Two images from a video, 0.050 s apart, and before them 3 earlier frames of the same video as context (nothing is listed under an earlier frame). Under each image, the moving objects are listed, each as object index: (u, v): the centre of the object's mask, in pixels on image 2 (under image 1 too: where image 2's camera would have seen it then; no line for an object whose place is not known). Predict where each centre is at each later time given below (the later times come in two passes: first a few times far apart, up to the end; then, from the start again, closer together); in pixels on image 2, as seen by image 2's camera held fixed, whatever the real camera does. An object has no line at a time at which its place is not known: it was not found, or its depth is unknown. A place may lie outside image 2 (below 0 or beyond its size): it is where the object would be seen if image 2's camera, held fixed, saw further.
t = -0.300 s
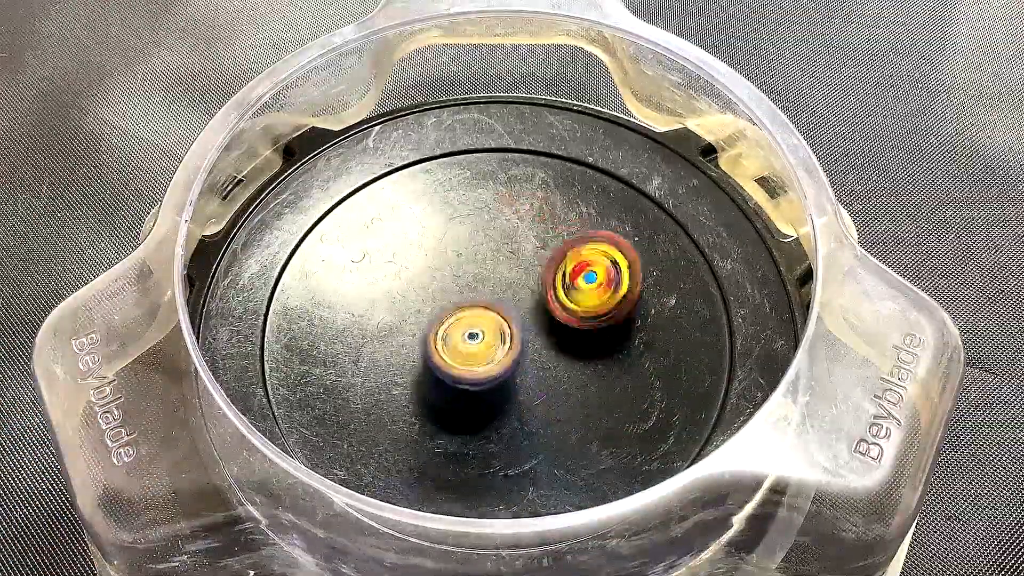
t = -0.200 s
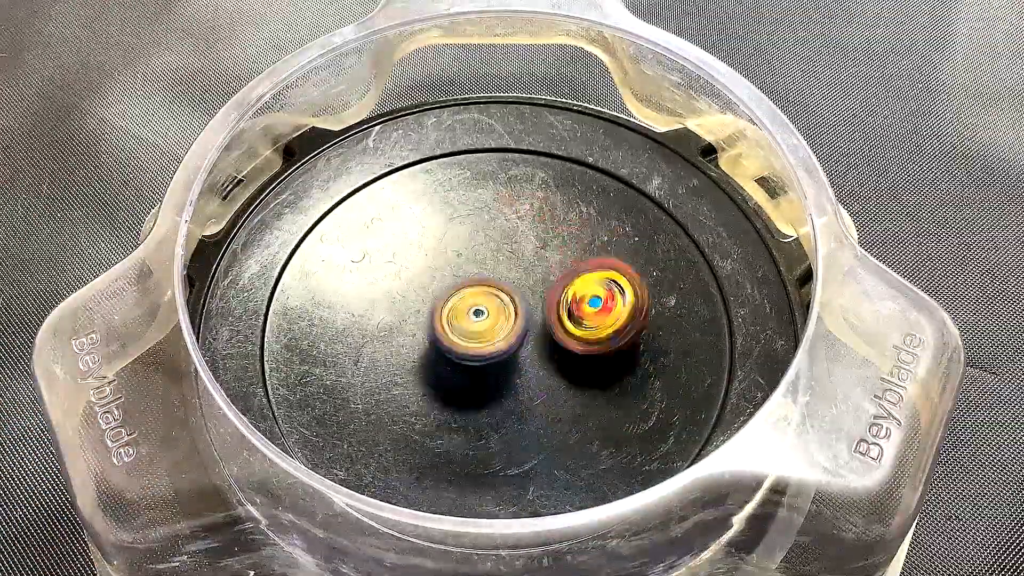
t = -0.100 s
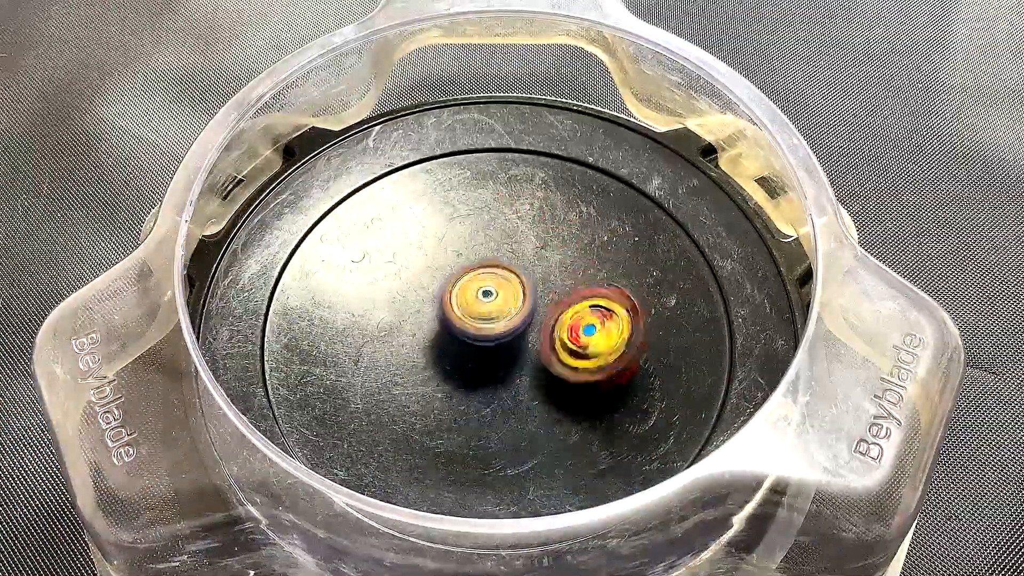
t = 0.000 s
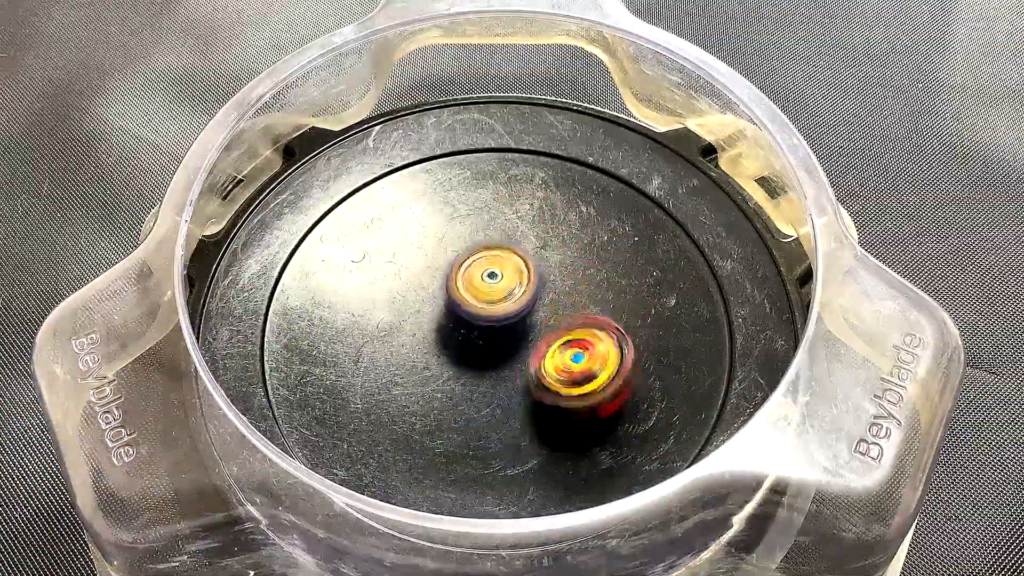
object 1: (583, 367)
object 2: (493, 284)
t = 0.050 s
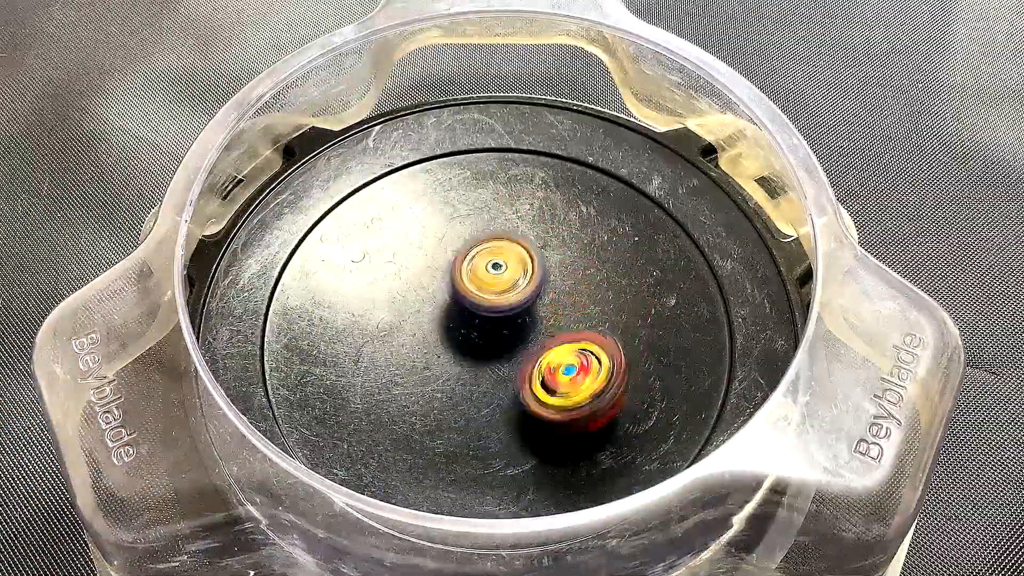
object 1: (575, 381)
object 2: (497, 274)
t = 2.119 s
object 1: (496, 383)
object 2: (515, 262)
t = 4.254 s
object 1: (607, 266)
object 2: (432, 268)
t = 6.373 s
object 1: (583, 285)
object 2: (408, 404)
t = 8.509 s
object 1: (519, 377)
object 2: (497, 259)
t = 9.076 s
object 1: (554, 408)
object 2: (516, 291)
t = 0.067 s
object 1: (572, 383)
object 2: (499, 272)
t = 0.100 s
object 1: (563, 391)
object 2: (503, 267)
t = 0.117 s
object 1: (560, 396)
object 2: (505, 264)
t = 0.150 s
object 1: (552, 400)
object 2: (509, 260)
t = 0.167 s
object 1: (547, 403)
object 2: (511, 259)
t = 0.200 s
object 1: (538, 407)
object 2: (515, 255)
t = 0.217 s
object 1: (534, 409)
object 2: (518, 254)
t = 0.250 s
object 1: (522, 411)
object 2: (522, 252)
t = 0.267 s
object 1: (518, 412)
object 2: (525, 251)
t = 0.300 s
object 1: (508, 412)
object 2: (529, 251)
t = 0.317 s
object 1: (502, 412)
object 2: (531, 251)
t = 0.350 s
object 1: (493, 412)
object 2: (536, 253)
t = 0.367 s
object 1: (487, 410)
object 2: (539, 254)
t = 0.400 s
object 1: (476, 408)
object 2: (541, 257)
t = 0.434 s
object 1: (468, 404)
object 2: (547, 262)
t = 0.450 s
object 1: (463, 401)
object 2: (548, 264)
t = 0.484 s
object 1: (455, 398)
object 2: (550, 269)
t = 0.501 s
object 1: (452, 394)
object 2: (550, 274)
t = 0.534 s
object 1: (446, 388)
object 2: (552, 281)
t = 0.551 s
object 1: (443, 384)
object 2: (551, 283)
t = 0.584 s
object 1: (436, 376)
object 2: (552, 290)
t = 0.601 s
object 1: (435, 373)
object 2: (551, 292)
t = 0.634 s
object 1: (430, 363)
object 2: (549, 298)
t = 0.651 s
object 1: (427, 360)
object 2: (548, 302)
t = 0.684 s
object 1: (426, 352)
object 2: (546, 309)
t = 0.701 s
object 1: (425, 346)
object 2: (545, 314)
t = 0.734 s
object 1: (425, 339)
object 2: (542, 319)
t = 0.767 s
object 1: (424, 330)
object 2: (539, 326)
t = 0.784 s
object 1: (424, 327)
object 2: (536, 329)
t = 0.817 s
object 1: (426, 317)
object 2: (532, 336)
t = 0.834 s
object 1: (427, 313)
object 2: (530, 338)
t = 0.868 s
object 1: (433, 302)
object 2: (526, 345)
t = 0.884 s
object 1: (434, 299)
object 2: (523, 348)
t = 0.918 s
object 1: (441, 291)
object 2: (518, 353)
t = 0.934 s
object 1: (442, 288)
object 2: (516, 356)
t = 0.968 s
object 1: (450, 283)
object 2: (509, 360)
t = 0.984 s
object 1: (453, 279)
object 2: (507, 362)
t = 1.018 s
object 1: (460, 275)
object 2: (502, 365)
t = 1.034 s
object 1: (463, 272)
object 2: (499, 367)
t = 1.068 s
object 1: (472, 269)
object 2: (493, 369)
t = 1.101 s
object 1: (479, 264)
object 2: (489, 371)
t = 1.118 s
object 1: (483, 263)
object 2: (486, 373)
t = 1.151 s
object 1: (493, 261)
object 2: (482, 374)
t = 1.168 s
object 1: (497, 260)
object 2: (478, 375)
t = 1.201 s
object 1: (506, 259)
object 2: (474, 375)
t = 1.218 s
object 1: (510, 259)
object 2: (471, 375)
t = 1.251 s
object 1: (519, 260)
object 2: (466, 373)
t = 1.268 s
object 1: (524, 260)
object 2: (463, 371)
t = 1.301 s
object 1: (532, 263)
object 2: (459, 368)
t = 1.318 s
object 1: (536, 264)
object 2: (457, 366)
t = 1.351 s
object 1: (545, 267)
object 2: (455, 361)
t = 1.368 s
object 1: (548, 269)
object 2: (454, 358)
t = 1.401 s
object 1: (556, 273)
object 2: (454, 354)
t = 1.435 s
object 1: (562, 277)
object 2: (453, 347)
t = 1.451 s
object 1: (565, 281)
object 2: (454, 344)
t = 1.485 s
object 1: (570, 286)
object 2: (456, 337)
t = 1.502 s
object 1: (573, 290)
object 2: (456, 335)
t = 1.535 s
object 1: (577, 296)
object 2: (459, 329)
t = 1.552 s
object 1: (580, 300)
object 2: (461, 326)
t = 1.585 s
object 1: (581, 307)
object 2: (465, 321)
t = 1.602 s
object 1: (583, 313)
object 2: (466, 319)
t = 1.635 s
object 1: (584, 320)
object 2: (471, 313)
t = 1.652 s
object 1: (584, 325)
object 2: (473, 311)
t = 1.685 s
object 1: (585, 334)
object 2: (479, 307)
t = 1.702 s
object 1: (584, 337)
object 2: (481, 305)
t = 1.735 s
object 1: (582, 346)
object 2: (487, 301)
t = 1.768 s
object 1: (585, 357)
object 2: (485, 294)
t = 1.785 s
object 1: (584, 358)
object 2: (485, 292)
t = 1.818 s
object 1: (581, 365)
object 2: (486, 287)
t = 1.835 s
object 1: (578, 368)
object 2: (487, 285)
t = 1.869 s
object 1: (570, 372)
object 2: (489, 279)
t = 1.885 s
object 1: (567, 374)
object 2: (489, 278)
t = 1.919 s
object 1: (557, 378)
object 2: (492, 273)
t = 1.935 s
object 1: (553, 379)
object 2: (493, 271)
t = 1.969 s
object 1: (542, 382)
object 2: (497, 268)
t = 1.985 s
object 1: (538, 385)
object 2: (498, 266)
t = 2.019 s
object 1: (527, 385)
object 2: (502, 264)
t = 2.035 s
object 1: (522, 386)
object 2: (503, 263)
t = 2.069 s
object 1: (512, 384)
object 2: (508, 262)
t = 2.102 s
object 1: (501, 384)
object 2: (513, 261)
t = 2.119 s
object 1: (496, 383)
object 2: (515, 262)
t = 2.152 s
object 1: (486, 381)
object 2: (519, 263)
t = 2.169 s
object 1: (480, 378)
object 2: (522, 264)
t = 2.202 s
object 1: (471, 374)
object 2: (526, 266)
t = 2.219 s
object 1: (464, 370)
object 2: (527, 268)
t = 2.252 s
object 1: (457, 366)
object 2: (531, 272)
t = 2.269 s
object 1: (452, 362)
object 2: (532, 274)
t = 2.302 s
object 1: (447, 356)
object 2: (535, 279)
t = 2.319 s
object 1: (446, 353)
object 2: (536, 282)
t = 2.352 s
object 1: (440, 346)
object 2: (539, 287)
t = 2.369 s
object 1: (441, 343)
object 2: (539, 290)
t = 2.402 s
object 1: (438, 336)
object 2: (541, 296)
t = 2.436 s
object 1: (438, 329)
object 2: (542, 302)
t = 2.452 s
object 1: (438, 325)
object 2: (541, 306)
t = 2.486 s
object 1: (440, 319)
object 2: (544, 311)
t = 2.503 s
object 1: (441, 315)
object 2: (547, 313)
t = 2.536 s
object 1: (442, 310)
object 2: (555, 317)
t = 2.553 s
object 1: (443, 308)
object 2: (559, 320)
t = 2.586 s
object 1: (449, 303)
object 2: (564, 325)
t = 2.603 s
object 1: (454, 302)
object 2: (565, 327)
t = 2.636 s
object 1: (461, 298)
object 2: (569, 333)
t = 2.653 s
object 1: (467, 295)
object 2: (571, 334)
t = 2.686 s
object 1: (475, 293)
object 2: (574, 339)
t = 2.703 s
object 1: (480, 289)
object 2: (575, 340)
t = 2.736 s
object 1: (489, 288)
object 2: (576, 344)
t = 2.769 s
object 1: (498, 285)
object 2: (576, 347)
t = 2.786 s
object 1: (502, 284)
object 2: (577, 349)
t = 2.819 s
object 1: (513, 282)
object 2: (575, 353)
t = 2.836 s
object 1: (516, 283)
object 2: (576, 353)
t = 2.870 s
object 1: (525, 282)
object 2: (576, 359)
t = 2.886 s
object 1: (529, 275)
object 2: (579, 366)
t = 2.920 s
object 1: (531, 266)
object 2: (583, 379)
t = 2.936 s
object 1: (536, 262)
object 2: (583, 384)
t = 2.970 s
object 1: (539, 260)
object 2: (582, 392)
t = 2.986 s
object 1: (538, 259)
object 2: (581, 396)
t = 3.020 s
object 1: (540, 264)
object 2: (577, 401)
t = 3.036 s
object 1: (540, 267)
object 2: (575, 403)
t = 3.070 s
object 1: (543, 270)
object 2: (572, 408)
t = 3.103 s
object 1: (546, 276)
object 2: (568, 411)
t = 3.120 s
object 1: (549, 278)
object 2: (565, 412)
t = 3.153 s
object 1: (552, 283)
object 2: (559, 413)
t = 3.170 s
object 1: (553, 286)
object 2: (556, 413)
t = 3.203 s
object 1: (554, 291)
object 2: (550, 413)
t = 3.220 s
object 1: (556, 297)
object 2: (547, 412)
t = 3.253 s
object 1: (557, 304)
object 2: (537, 409)
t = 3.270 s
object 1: (558, 306)
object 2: (535, 407)
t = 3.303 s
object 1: (560, 315)
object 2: (528, 403)
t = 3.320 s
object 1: (557, 317)
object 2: (525, 402)
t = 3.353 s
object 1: (563, 309)
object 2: (508, 419)
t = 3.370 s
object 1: (566, 302)
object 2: (499, 425)
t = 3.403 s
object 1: (568, 297)
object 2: (484, 433)
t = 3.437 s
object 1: (568, 297)
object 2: (473, 436)
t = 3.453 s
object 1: (567, 296)
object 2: (467, 435)
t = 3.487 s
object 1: (566, 297)
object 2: (456, 434)
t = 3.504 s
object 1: (565, 297)
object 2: (451, 434)
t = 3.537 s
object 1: (564, 296)
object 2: (441, 431)
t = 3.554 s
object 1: (565, 297)
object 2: (438, 430)
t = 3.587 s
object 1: (564, 296)
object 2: (431, 425)
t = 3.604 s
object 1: (562, 295)
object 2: (427, 423)
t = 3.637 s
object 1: (559, 295)
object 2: (422, 417)
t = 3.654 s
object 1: (558, 297)
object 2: (419, 414)
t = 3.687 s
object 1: (556, 297)
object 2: (414, 406)
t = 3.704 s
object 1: (554, 296)
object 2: (414, 402)
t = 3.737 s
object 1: (551, 295)
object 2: (412, 393)
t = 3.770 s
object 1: (549, 293)
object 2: (410, 383)
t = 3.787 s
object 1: (549, 292)
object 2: (410, 379)
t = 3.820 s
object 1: (547, 294)
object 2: (413, 369)
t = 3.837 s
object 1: (545, 292)
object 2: (412, 365)
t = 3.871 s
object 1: (544, 291)
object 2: (415, 355)
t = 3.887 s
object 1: (546, 290)
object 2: (416, 350)
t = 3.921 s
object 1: (546, 290)
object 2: (420, 340)
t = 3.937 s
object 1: (544, 292)
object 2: (422, 335)
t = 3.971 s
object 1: (544, 292)
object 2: (426, 326)
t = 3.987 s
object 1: (543, 292)
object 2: (429, 321)
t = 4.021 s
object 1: (541, 291)
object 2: (433, 312)
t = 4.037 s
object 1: (544, 293)
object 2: (434, 309)
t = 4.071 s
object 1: (561, 288)
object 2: (425, 303)
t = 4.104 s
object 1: (576, 283)
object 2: (422, 297)
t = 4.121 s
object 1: (581, 278)
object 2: (421, 293)
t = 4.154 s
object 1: (592, 275)
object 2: (423, 287)
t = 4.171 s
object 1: (596, 272)
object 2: (425, 283)
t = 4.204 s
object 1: (602, 267)
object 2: (427, 276)
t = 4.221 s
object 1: (605, 267)
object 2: (429, 273)
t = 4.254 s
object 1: (607, 266)
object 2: (432, 268)
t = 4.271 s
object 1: (609, 265)
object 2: (434, 265)
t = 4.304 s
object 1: (610, 266)
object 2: (437, 261)
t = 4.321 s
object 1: (610, 269)
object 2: (440, 258)
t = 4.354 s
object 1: (608, 272)
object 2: (444, 255)
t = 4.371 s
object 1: (606, 272)
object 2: (448, 253)
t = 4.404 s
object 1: (605, 278)
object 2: (454, 250)
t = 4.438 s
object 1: (602, 283)
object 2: (460, 249)
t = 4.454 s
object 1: (602, 284)
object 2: (464, 248)
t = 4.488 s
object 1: (595, 293)
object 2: (471, 247)
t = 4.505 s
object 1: (592, 298)
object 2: (474, 247)
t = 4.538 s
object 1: (586, 307)
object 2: (482, 247)
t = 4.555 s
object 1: (581, 312)
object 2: (487, 247)
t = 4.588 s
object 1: (571, 320)
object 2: (494, 249)
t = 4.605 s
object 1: (567, 323)
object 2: (498, 250)
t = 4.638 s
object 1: (557, 334)
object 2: (506, 252)
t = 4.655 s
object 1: (551, 338)
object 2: (509, 253)
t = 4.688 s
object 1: (545, 355)
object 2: (510, 247)
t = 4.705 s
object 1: (543, 367)
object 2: (509, 240)
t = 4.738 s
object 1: (540, 388)
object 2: (508, 232)
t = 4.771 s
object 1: (534, 401)
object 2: (509, 227)
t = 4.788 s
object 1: (532, 406)
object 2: (509, 227)
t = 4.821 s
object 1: (524, 411)
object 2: (515, 227)
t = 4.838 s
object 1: (521, 414)
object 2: (517, 226)
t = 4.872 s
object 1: (510, 418)
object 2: (521, 226)
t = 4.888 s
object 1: (503, 420)
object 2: (525, 227)
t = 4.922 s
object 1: (495, 420)
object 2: (530, 228)
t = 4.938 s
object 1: (487, 420)
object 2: (531, 230)
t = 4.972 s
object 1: (479, 419)
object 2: (534, 233)
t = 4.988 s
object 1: (475, 416)
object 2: (537, 235)
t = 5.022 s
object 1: (466, 412)
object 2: (541, 240)
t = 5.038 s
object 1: (463, 410)
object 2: (542, 243)
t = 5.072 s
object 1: (456, 401)
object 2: (546, 250)
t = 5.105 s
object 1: (451, 394)
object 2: (548, 257)
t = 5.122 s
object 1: (449, 392)
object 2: (550, 259)
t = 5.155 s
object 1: (446, 380)
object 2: (553, 266)
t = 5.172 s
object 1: (443, 376)
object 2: (554, 271)
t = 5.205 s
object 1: (443, 364)
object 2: (556, 278)
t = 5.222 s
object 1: (443, 358)
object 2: (556, 283)
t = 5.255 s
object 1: (445, 347)
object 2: (558, 289)
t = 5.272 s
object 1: (447, 342)
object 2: (559, 293)
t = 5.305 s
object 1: (452, 329)
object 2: (560, 300)
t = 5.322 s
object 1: (456, 325)
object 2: (560, 304)
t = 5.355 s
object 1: (462, 313)
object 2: (561, 312)
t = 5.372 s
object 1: (464, 309)
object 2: (562, 315)
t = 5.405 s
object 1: (470, 300)
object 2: (562, 322)
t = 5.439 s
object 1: (478, 290)
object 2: (562, 329)
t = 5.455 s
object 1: (481, 287)
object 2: (562, 333)
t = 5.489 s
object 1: (491, 279)
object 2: (561, 341)
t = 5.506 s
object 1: (495, 275)
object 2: (561, 343)
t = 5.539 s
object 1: (507, 272)
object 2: (560, 350)
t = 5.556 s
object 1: (513, 270)
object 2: (560, 353)
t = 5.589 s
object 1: (522, 267)
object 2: (560, 359)
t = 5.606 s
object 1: (527, 267)
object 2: (558, 361)
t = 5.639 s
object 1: (538, 265)
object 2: (557, 366)
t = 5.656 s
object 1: (542, 266)
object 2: (556, 369)
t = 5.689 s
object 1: (551, 266)
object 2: (555, 373)
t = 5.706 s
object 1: (555, 266)
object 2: (553, 375)
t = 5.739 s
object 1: (561, 269)
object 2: (550, 378)
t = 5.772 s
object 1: (569, 272)
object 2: (548, 382)
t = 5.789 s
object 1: (571, 274)
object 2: (545, 383)
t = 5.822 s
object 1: (574, 280)
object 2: (543, 385)
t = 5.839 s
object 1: (578, 282)
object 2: (540, 385)
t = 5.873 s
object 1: (580, 288)
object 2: (534, 386)
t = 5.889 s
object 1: (582, 295)
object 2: (533, 385)
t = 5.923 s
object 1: (583, 301)
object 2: (527, 385)
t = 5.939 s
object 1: (581, 307)
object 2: (524, 385)
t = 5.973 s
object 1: (586, 310)
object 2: (514, 392)
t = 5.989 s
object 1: (591, 305)
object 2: (501, 401)
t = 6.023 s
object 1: (600, 294)
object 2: (481, 415)
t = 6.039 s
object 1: (600, 292)
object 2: (472, 421)
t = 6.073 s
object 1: (603, 290)
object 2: (458, 425)
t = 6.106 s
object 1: (602, 289)
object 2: (449, 425)
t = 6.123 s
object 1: (602, 290)
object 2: (444, 425)
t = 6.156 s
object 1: (602, 290)
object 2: (434, 424)
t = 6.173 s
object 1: (601, 290)
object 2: (432, 422)
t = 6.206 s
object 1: (597, 291)
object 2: (424, 424)
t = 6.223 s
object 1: (595, 291)
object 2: (421, 422)
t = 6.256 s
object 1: (595, 289)
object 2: (416, 420)
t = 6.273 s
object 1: (591, 288)
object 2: (413, 419)
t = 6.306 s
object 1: (592, 286)
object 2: (410, 415)
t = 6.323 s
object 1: (588, 287)
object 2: (410, 413)
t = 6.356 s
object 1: (589, 285)
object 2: (410, 407)
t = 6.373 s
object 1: (583, 285)
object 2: (408, 404)
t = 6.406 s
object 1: (582, 287)
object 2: (412, 396)
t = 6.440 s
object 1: (578, 287)
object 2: (414, 389)
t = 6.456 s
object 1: (578, 285)
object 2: (415, 387)
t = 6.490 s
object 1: (574, 286)
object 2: (417, 380)
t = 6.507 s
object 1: (572, 286)
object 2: (419, 377)
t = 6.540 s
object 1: (571, 285)
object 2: (424, 370)
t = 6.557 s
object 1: (569, 286)
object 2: (427, 366)
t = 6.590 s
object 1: (568, 283)
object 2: (431, 358)
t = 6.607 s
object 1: (566, 284)
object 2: (433, 354)
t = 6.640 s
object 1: (569, 282)
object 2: (438, 347)
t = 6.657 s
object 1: (567, 285)
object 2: (442, 343)
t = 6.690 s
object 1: (567, 287)
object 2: (445, 335)
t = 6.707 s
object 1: (565, 287)
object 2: (448, 331)
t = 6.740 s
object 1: (564, 289)
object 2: (452, 323)
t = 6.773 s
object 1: (557, 291)
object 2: (456, 316)
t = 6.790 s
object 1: (554, 292)
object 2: (456, 313)
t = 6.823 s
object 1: (556, 288)
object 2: (456, 307)
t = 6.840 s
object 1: (567, 288)
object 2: (443, 306)
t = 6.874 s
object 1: (599, 274)
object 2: (407, 308)
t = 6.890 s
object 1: (614, 272)
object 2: (393, 308)
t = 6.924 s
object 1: (634, 269)
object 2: (368, 309)
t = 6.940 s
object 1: (642, 268)
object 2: (359, 308)
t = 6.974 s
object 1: (653, 268)
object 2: (347, 306)
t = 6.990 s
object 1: (655, 270)
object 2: (343, 307)
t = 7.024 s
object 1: (658, 273)
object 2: (338, 302)
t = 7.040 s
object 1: (658, 275)
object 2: (336, 300)
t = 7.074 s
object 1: (655, 279)
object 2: (334, 296)
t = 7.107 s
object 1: (654, 282)
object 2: (334, 294)
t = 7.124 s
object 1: (650, 287)
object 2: (333, 293)
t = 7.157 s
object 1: (644, 291)
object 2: (336, 293)
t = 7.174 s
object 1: (641, 293)
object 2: (336, 293)
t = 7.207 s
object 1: (631, 302)
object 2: (340, 295)
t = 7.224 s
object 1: (627, 305)
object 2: (342, 297)
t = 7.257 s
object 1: (617, 312)
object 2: (345, 300)
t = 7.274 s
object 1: (611, 316)
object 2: (348, 301)
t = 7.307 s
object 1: (597, 327)
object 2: (353, 305)
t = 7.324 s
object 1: (591, 331)
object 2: (356, 307)
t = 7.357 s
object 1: (579, 340)
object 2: (365, 310)
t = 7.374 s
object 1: (574, 346)
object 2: (368, 313)
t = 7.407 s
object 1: (561, 355)
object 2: (378, 316)
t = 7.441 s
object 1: (554, 361)
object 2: (391, 318)
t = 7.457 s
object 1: (552, 364)
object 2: (396, 319)
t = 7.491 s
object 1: (546, 368)
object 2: (408, 321)
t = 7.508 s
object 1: (542, 371)
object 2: (415, 321)
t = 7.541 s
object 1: (536, 375)
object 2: (425, 321)
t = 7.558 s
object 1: (535, 375)
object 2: (433, 322)
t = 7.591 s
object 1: (532, 377)
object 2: (444, 320)
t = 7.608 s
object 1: (531, 378)
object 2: (452, 320)
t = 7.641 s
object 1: (532, 378)
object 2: (465, 319)
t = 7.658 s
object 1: (531, 379)
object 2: (469, 318)
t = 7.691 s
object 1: (529, 380)
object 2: (483, 312)
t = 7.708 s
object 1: (528, 380)
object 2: (486, 310)
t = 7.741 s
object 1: (525, 380)
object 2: (496, 306)
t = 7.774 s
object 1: (521, 380)
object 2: (506, 300)
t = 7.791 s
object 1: (520, 379)
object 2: (510, 297)
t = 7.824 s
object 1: (519, 378)
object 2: (519, 289)
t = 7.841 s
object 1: (519, 378)
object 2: (521, 285)
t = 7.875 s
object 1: (519, 377)
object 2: (528, 277)
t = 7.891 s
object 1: (519, 377)
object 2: (529, 274)
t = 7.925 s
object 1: (519, 377)
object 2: (534, 267)
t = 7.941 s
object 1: (519, 377)
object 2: (537, 262)
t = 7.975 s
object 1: (519, 377)
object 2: (539, 257)
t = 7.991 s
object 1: (519, 377)
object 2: (540, 254)
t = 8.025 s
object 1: (519, 377)
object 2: (541, 248)
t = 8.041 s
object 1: (519, 377)
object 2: (541, 245)
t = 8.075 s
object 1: (519, 377)
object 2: (541, 239)
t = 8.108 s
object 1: (519, 378)
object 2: (540, 235)
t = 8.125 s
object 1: (519, 378)
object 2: (539, 232)
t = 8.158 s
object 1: (519, 377)
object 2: (535, 229)
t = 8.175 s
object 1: (519, 377)
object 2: (534, 227)
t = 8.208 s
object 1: (519, 377)
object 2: (529, 225)
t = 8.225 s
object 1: (519, 377)
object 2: (527, 225)
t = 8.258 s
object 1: (519, 377)
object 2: (524, 225)
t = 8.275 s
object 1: (519, 377)
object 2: (521, 224)
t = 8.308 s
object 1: (519, 377)
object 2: (517, 225)
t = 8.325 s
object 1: (519, 377)
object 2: (515, 227)
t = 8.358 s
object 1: (518, 377)
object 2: (509, 231)
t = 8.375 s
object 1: (519, 377)
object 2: (508, 233)
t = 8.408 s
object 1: (519, 377)
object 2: (505, 239)
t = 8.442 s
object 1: (519, 377)
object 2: (501, 244)
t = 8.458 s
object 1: (518, 377)
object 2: (500, 246)
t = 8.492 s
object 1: (519, 377)
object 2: (497, 254)
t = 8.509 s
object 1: (519, 377)
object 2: (497, 259)
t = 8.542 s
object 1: (519, 377)
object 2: (496, 266)
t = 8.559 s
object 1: (519, 377)
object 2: (495, 268)
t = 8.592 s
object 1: (519, 377)
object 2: (496, 277)
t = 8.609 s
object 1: (519, 377)
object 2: (498, 280)
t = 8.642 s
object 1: (519, 377)
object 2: (498, 288)
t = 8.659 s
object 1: (519, 379)
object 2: (498, 291)
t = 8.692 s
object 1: (523, 385)
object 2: (497, 289)
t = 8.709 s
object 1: (525, 388)
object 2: (497, 289)
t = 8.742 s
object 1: (531, 390)
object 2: (495, 291)
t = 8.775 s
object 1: (540, 395)
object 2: (497, 294)
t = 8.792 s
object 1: (545, 401)
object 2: (496, 291)
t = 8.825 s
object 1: (552, 410)
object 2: (494, 288)
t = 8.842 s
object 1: (552, 412)
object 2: (495, 287)
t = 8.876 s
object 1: (551, 412)
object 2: (497, 290)
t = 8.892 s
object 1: (551, 412)
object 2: (500, 290)
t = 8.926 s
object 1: (549, 410)
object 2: (504, 289)
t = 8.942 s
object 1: (549, 410)
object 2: (504, 288)
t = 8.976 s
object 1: (549, 409)
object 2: (505, 288)
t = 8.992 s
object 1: (550, 409)
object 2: (506, 290)
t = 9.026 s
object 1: (551, 408)
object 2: (511, 291)
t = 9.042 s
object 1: (552, 409)
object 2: (513, 289)
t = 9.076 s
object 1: (554, 408)
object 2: (516, 291)
